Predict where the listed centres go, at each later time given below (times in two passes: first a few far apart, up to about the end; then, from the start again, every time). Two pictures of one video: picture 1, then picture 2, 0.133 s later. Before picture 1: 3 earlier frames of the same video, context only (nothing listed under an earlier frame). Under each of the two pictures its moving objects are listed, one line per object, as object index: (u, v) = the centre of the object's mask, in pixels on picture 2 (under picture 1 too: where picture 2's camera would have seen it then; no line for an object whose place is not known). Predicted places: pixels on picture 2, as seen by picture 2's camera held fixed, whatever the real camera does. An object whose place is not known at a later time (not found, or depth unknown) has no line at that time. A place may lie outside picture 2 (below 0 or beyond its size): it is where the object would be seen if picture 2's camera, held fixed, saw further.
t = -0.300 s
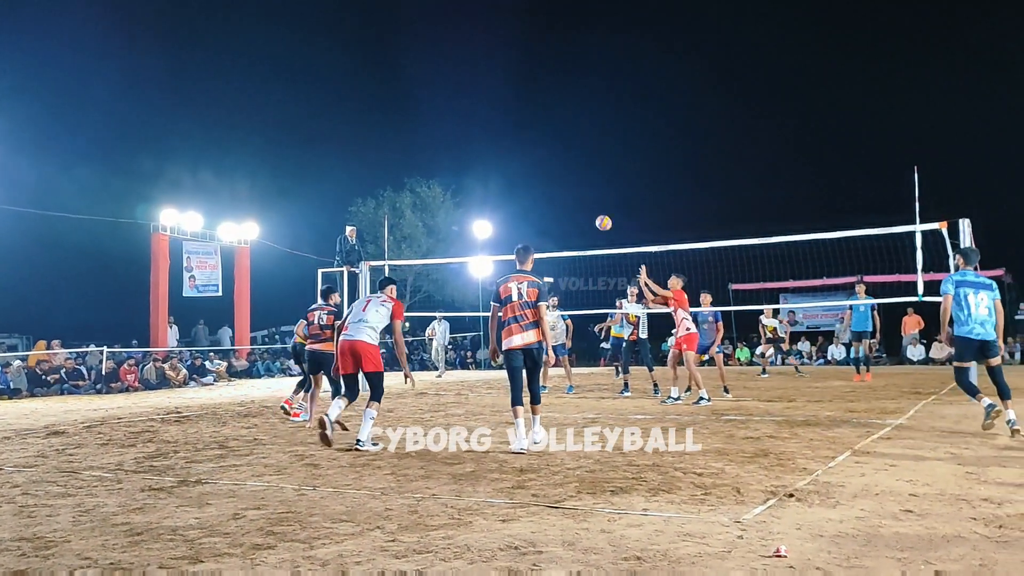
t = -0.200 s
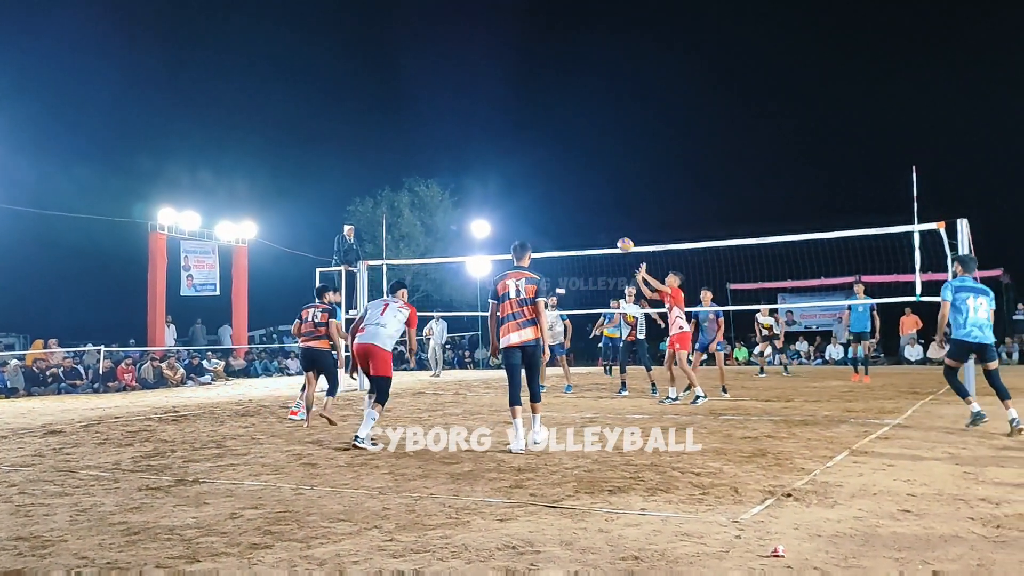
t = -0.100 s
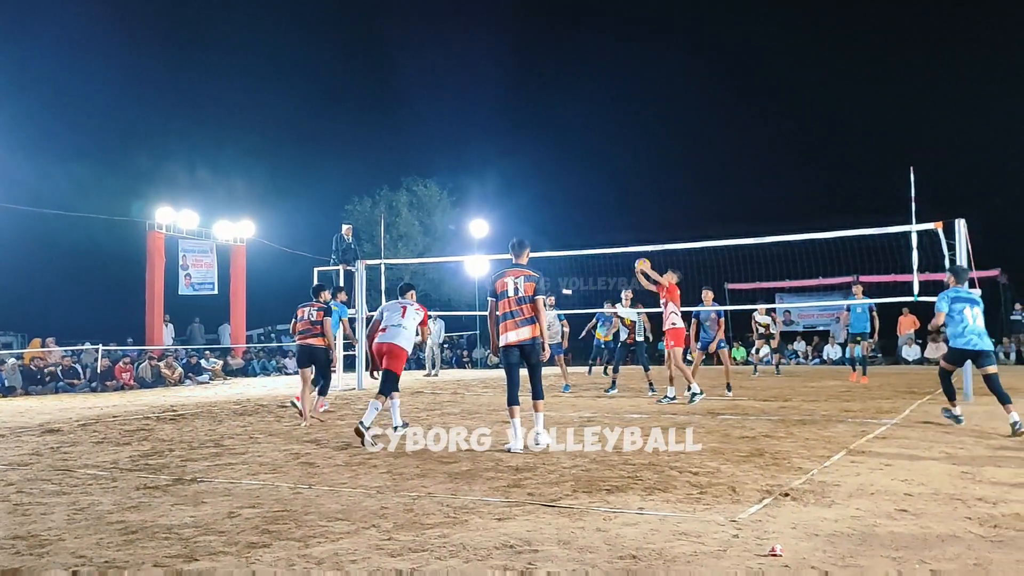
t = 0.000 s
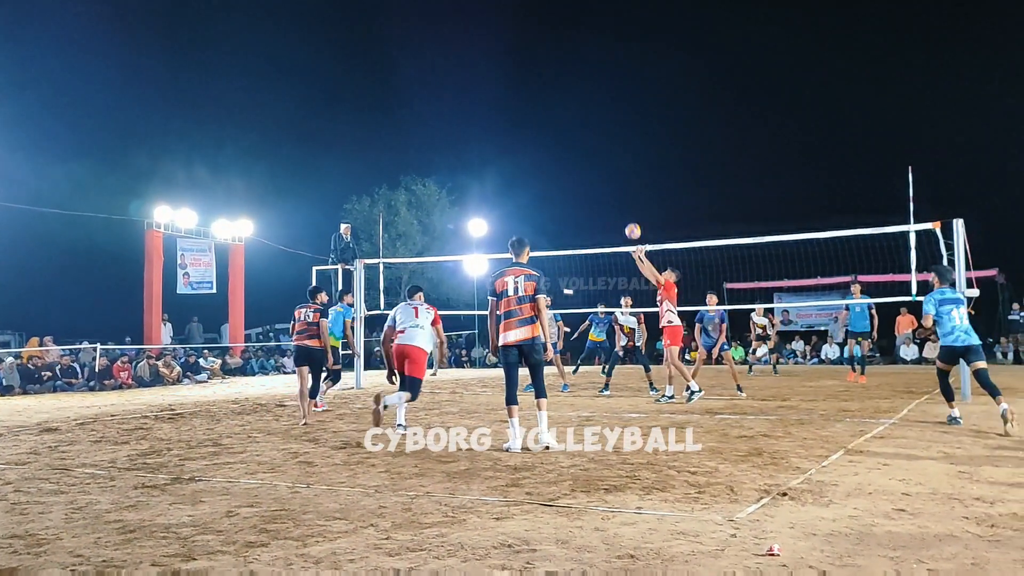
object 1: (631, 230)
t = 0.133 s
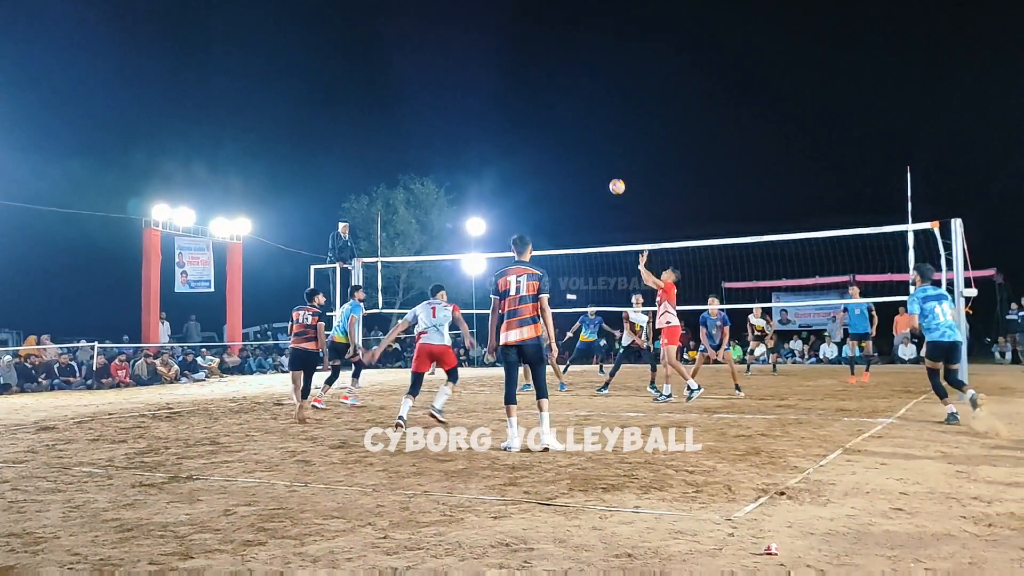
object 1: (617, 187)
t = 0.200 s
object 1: (610, 170)
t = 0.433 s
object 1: (587, 133)
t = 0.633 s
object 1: (568, 130)
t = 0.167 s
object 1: (613, 178)
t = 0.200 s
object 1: (610, 170)
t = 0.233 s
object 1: (606, 162)
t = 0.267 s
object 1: (603, 155)
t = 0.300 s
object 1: (600, 149)
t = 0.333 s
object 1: (597, 144)
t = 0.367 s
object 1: (593, 139)
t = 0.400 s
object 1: (590, 136)
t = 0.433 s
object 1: (587, 133)
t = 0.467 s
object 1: (584, 130)
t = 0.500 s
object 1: (581, 129)
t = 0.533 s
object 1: (577, 128)
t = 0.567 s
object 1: (574, 128)
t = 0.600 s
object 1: (571, 128)
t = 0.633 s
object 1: (568, 130)
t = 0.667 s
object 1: (565, 132)
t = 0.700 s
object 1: (562, 134)
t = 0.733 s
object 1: (559, 138)
